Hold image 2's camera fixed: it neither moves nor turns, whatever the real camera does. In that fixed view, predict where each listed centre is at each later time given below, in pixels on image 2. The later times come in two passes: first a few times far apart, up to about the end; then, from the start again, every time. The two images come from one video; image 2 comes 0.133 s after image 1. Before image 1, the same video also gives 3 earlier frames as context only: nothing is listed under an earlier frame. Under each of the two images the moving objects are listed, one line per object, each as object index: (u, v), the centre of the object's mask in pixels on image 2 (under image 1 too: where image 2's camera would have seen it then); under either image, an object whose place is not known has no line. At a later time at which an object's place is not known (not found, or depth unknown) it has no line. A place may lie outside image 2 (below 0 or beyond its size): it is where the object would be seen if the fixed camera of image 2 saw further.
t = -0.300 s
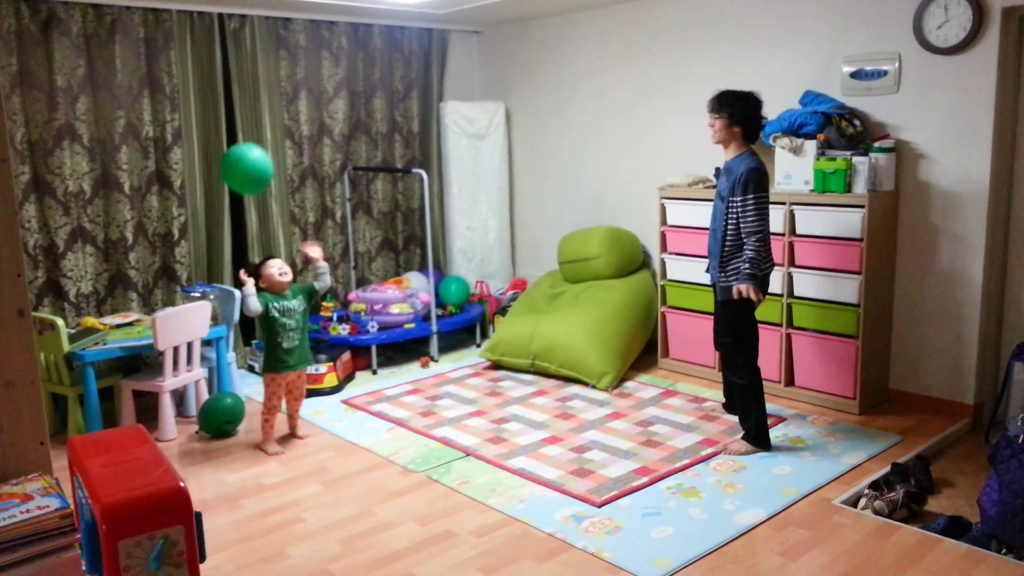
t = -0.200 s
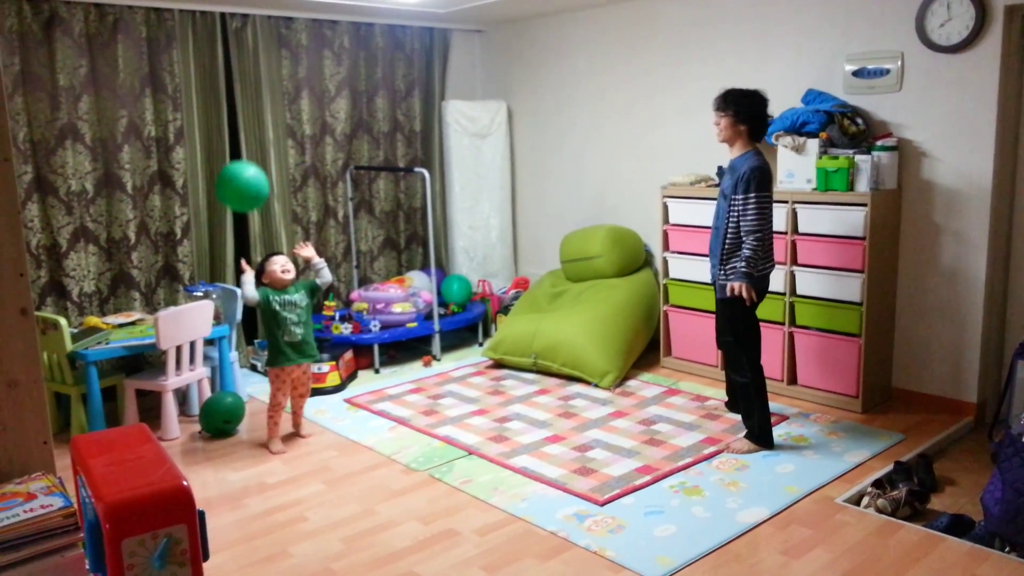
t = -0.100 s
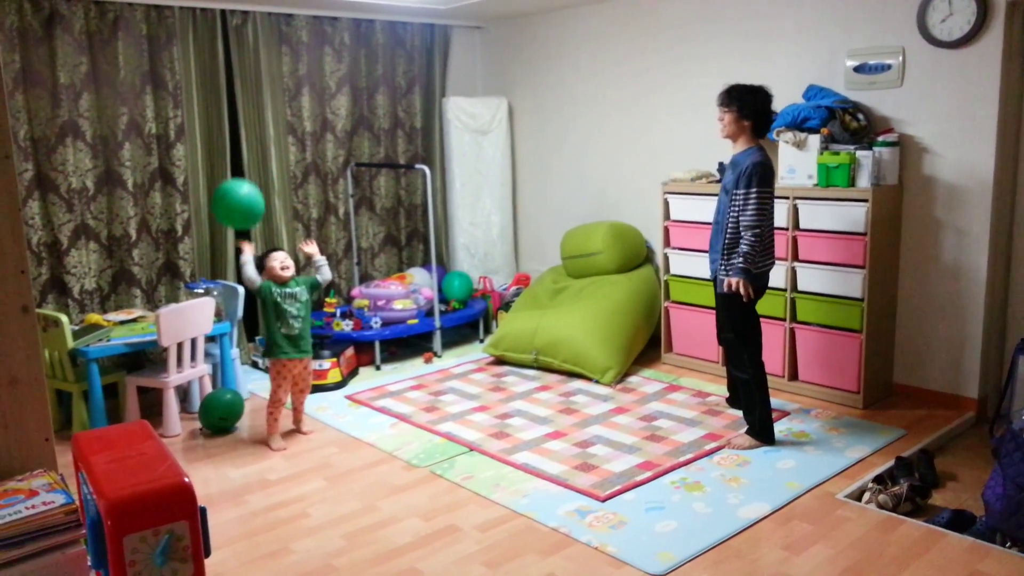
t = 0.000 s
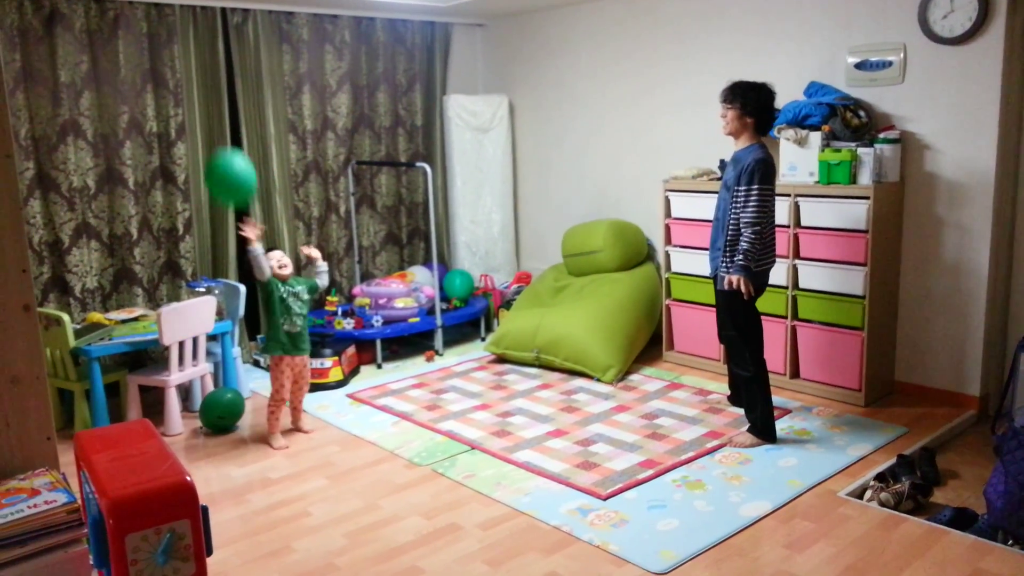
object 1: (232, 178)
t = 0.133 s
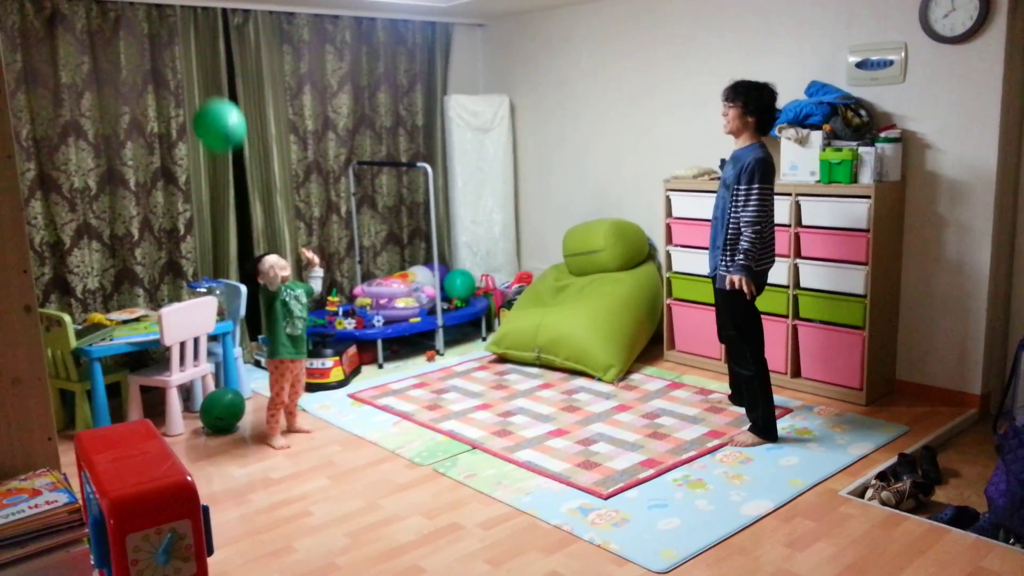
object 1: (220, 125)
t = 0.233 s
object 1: (213, 96)
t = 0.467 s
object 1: (206, 50)
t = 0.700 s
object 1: (206, 38)
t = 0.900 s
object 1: (207, 49)
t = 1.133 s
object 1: (206, 80)
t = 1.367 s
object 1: (205, 128)
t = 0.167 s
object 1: (217, 115)
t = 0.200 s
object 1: (215, 104)
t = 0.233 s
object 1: (213, 96)
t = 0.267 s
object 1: (212, 87)
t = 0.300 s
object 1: (211, 79)
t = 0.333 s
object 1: (210, 72)
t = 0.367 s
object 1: (209, 65)
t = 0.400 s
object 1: (208, 60)
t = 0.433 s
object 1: (207, 55)
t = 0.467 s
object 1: (206, 50)
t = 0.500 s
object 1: (206, 46)
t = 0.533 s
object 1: (206, 43)
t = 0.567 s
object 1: (205, 41)
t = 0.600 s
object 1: (205, 39)
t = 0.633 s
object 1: (206, 38)
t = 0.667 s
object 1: (206, 38)
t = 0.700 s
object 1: (206, 38)
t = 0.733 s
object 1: (206, 38)
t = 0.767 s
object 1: (207, 40)
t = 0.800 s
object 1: (207, 41)
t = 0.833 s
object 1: (207, 44)
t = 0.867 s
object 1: (207, 46)
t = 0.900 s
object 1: (207, 49)
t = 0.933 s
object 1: (207, 53)
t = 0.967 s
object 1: (206, 56)
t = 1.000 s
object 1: (206, 60)
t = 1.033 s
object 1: (206, 64)
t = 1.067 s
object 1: (206, 69)
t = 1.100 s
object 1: (206, 74)
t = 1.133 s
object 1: (206, 80)
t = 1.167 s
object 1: (206, 85)
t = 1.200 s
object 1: (205, 92)
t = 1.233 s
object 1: (205, 98)
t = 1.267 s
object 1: (205, 105)
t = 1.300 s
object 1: (205, 112)
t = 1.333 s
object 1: (205, 120)
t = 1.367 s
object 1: (205, 128)
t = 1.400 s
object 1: (205, 136)
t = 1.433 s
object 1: (204, 145)
